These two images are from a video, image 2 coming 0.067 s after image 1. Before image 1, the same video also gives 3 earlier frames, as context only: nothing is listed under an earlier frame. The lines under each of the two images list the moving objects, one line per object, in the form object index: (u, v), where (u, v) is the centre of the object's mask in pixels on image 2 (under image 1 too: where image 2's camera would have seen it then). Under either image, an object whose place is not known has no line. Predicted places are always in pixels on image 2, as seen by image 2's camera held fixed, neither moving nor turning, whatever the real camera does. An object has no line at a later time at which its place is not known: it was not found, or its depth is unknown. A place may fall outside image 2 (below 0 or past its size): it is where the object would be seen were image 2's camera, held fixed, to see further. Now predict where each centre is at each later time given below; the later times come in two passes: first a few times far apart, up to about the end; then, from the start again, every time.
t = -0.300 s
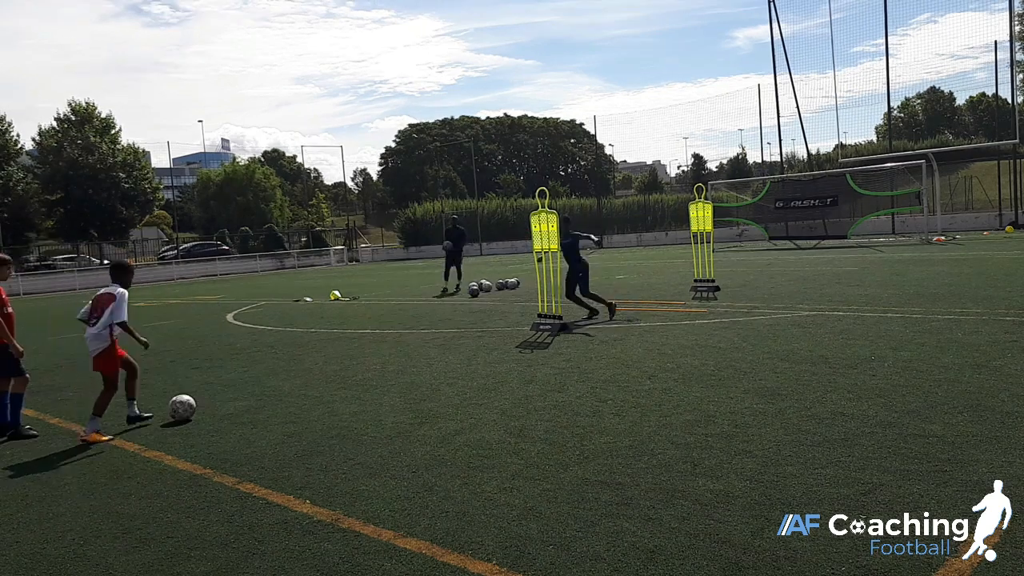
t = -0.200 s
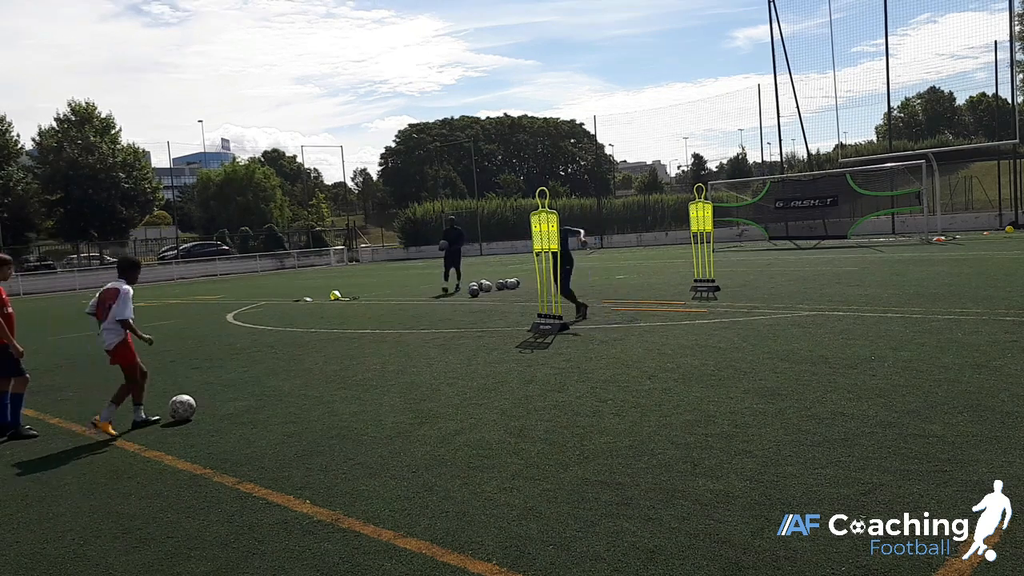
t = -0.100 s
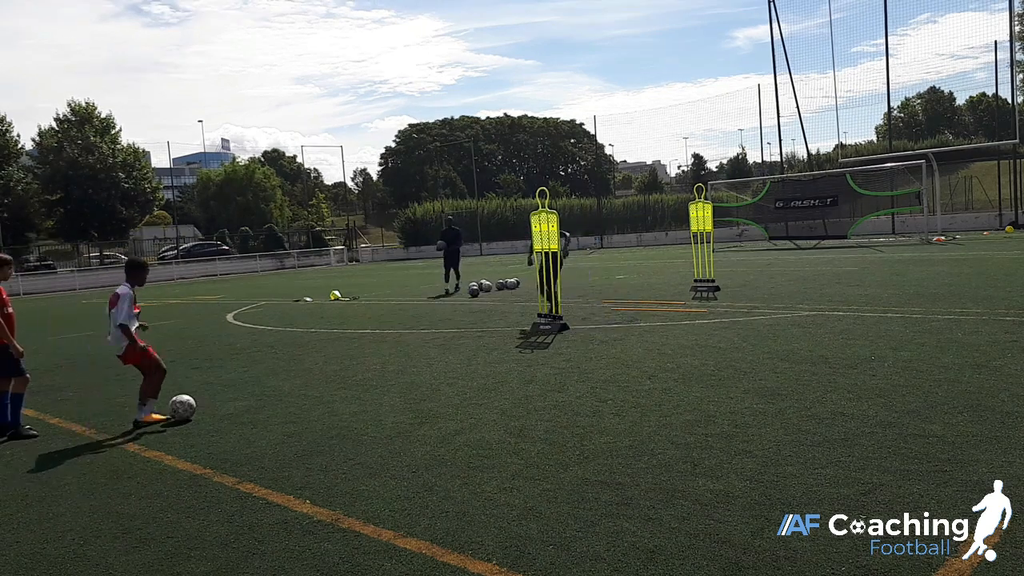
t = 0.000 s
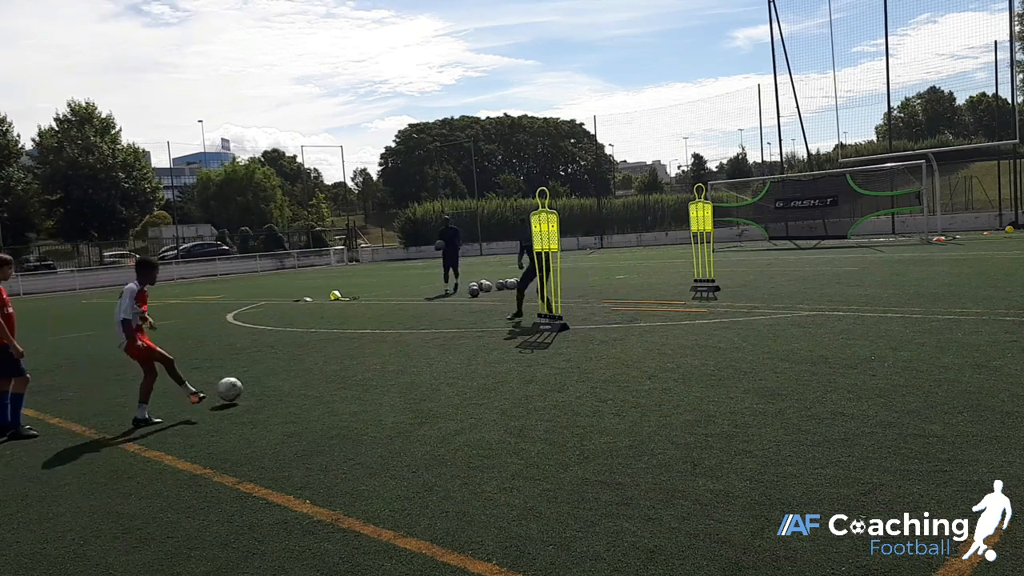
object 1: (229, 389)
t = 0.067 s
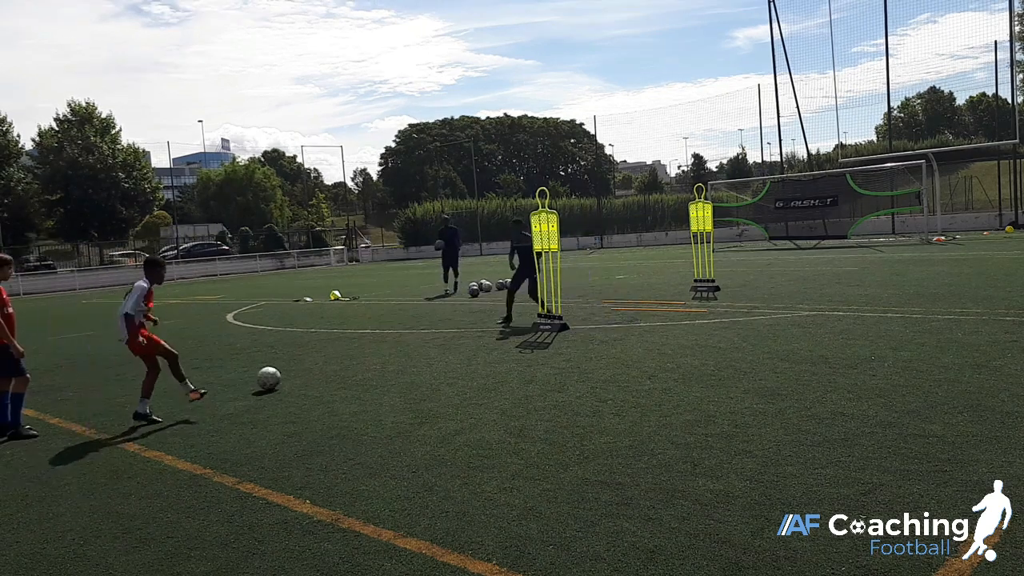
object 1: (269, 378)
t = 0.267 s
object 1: (348, 352)
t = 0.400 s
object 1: (381, 337)
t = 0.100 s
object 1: (285, 372)
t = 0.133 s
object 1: (299, 365)
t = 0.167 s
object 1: (312, 360)
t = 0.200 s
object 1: (325, 356)
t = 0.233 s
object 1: (337, 353)
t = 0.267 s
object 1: (348, 352)
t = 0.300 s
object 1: (357, 347)
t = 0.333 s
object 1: (365, 343)
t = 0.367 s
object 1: (374, 339)
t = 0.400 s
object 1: (381, 337)
